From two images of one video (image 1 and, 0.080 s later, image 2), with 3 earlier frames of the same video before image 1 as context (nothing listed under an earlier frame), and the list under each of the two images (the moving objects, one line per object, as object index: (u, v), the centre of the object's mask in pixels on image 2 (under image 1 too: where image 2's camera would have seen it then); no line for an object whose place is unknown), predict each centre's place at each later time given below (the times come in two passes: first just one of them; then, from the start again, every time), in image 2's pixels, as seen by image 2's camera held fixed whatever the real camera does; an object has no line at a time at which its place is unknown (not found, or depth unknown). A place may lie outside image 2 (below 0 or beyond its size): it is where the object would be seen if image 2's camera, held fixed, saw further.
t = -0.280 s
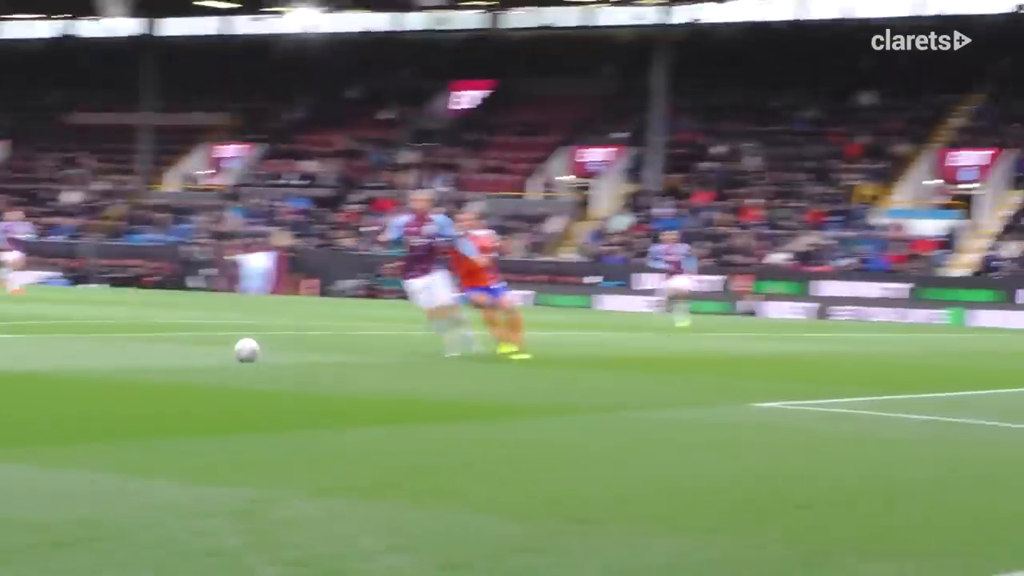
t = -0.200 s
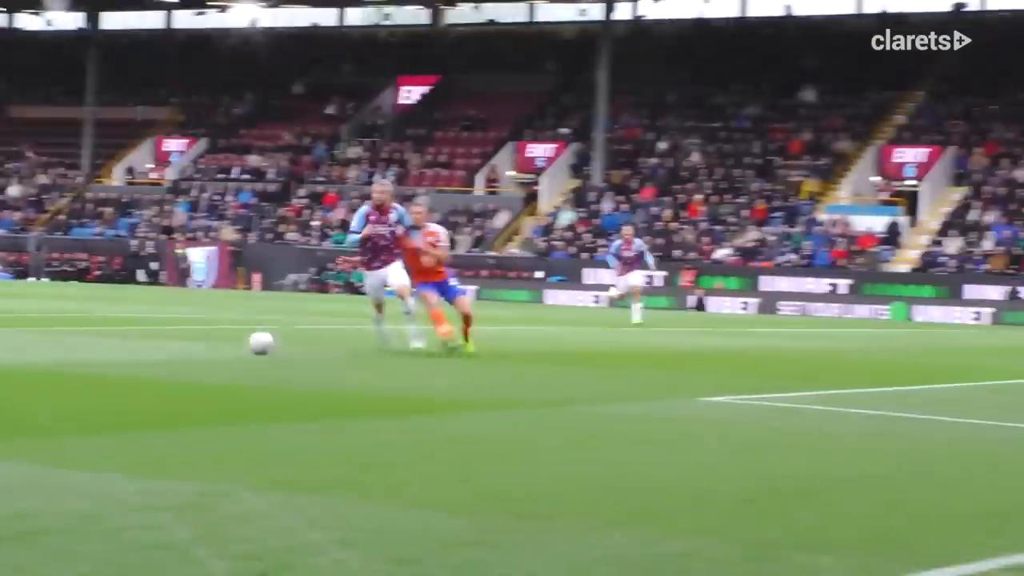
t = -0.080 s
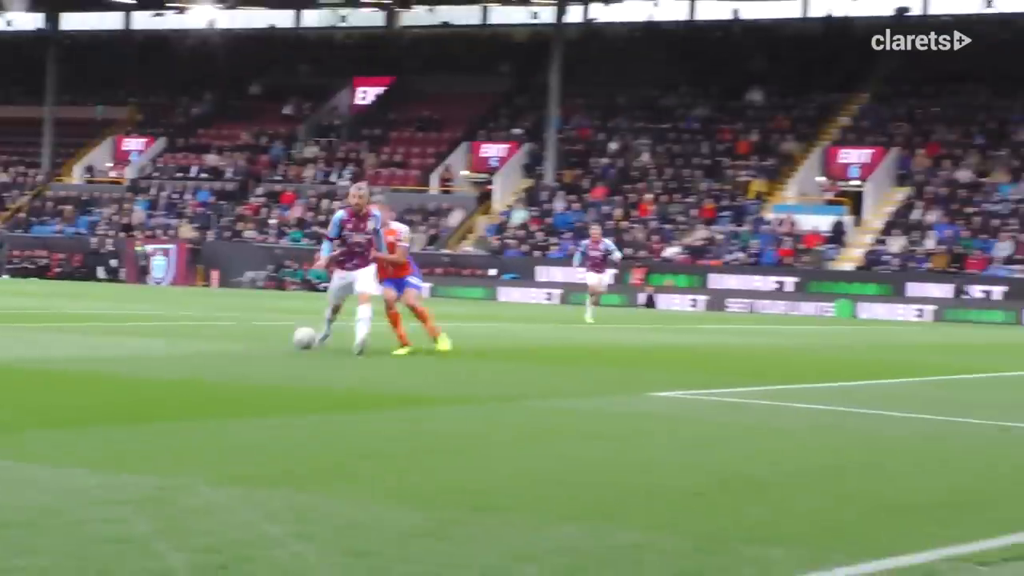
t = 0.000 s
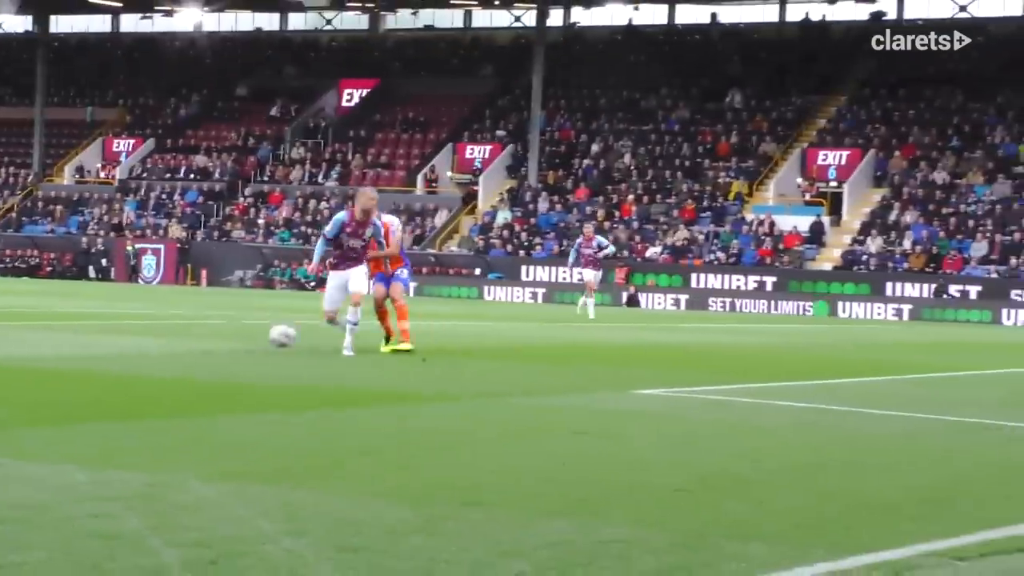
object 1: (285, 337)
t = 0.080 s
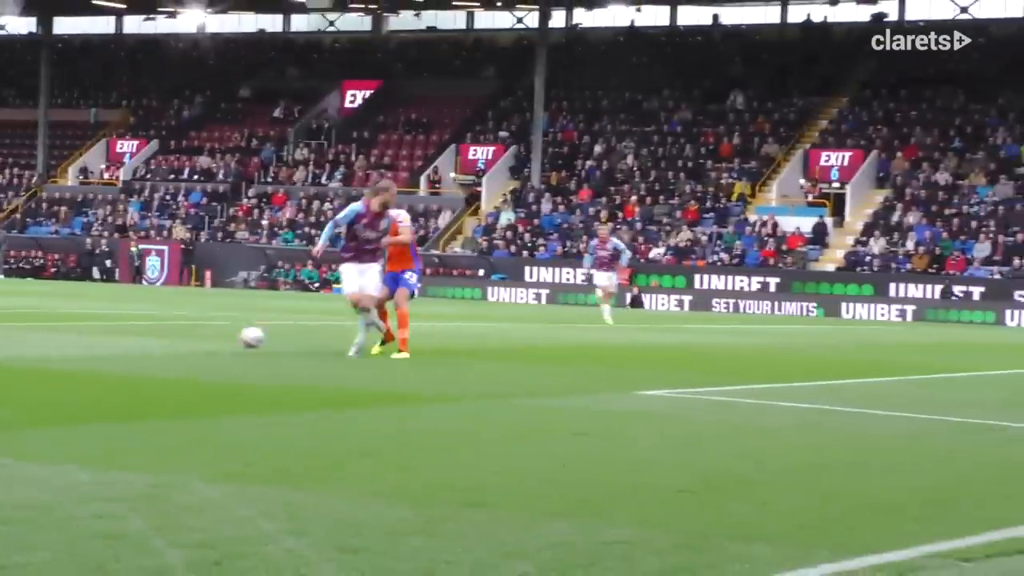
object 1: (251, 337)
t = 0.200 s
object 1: (204, 337)
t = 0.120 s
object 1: (235, 337)
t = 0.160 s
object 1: (220, 336)
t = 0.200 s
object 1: (204, 337)
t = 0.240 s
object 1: (187, 338)
